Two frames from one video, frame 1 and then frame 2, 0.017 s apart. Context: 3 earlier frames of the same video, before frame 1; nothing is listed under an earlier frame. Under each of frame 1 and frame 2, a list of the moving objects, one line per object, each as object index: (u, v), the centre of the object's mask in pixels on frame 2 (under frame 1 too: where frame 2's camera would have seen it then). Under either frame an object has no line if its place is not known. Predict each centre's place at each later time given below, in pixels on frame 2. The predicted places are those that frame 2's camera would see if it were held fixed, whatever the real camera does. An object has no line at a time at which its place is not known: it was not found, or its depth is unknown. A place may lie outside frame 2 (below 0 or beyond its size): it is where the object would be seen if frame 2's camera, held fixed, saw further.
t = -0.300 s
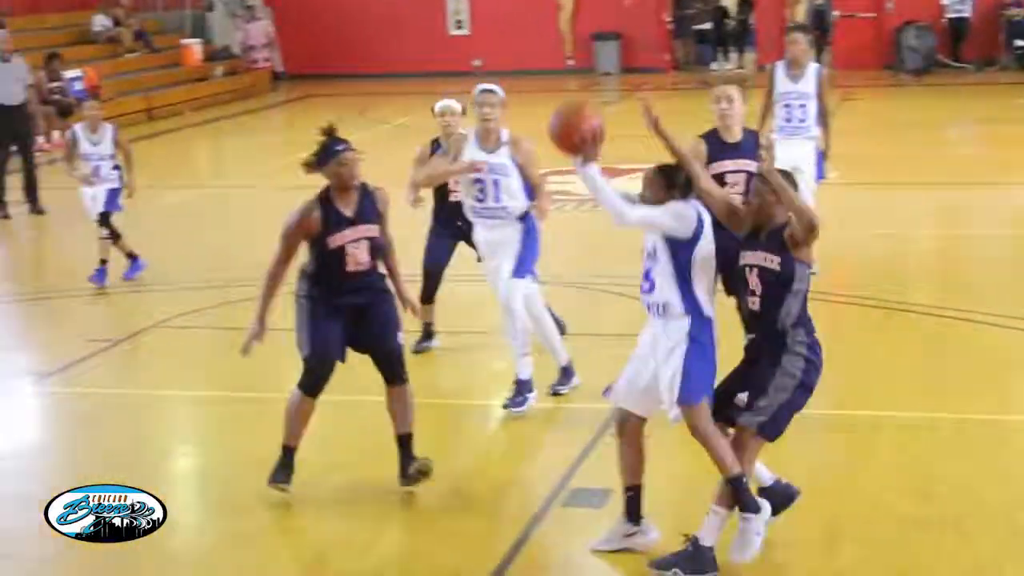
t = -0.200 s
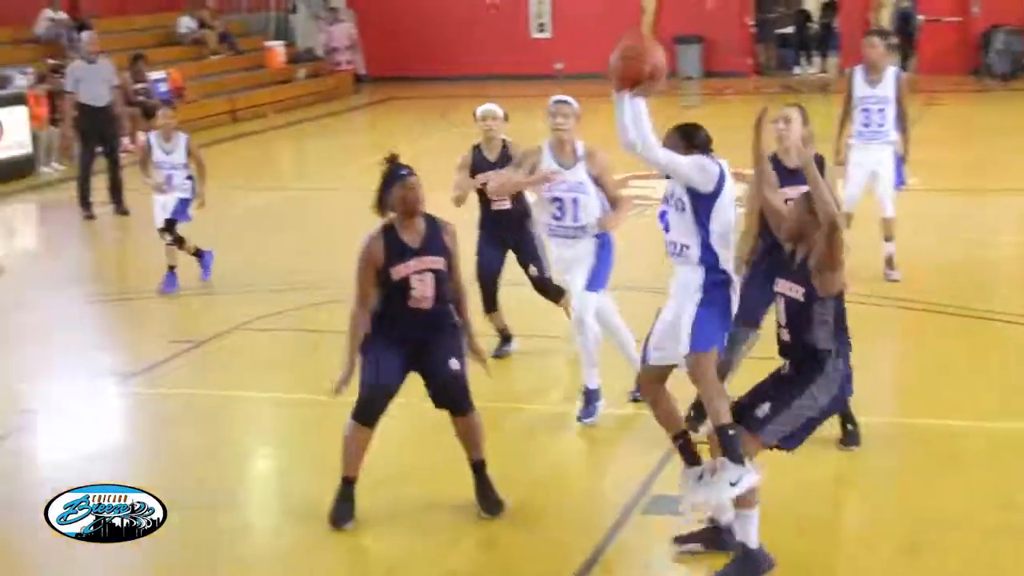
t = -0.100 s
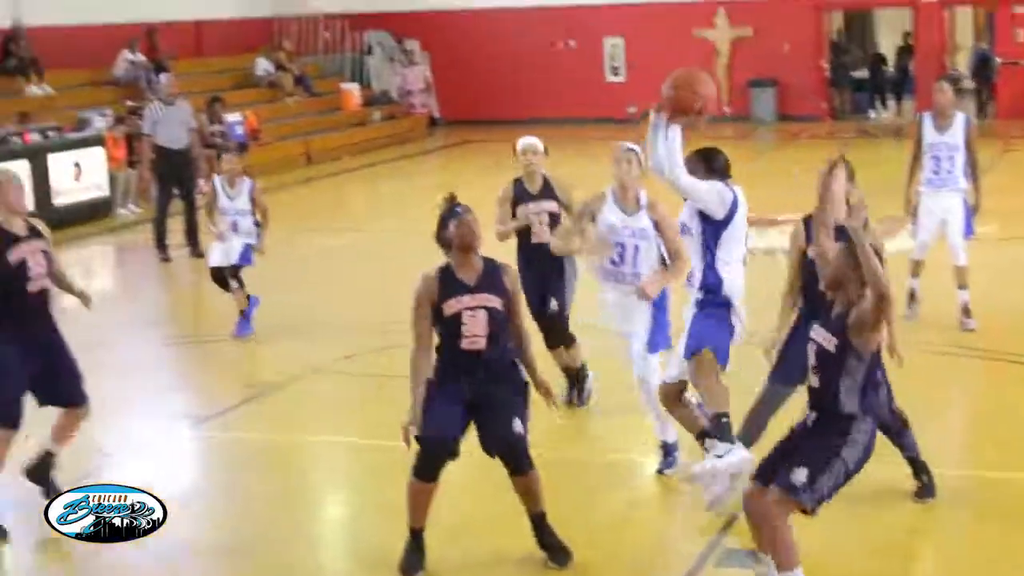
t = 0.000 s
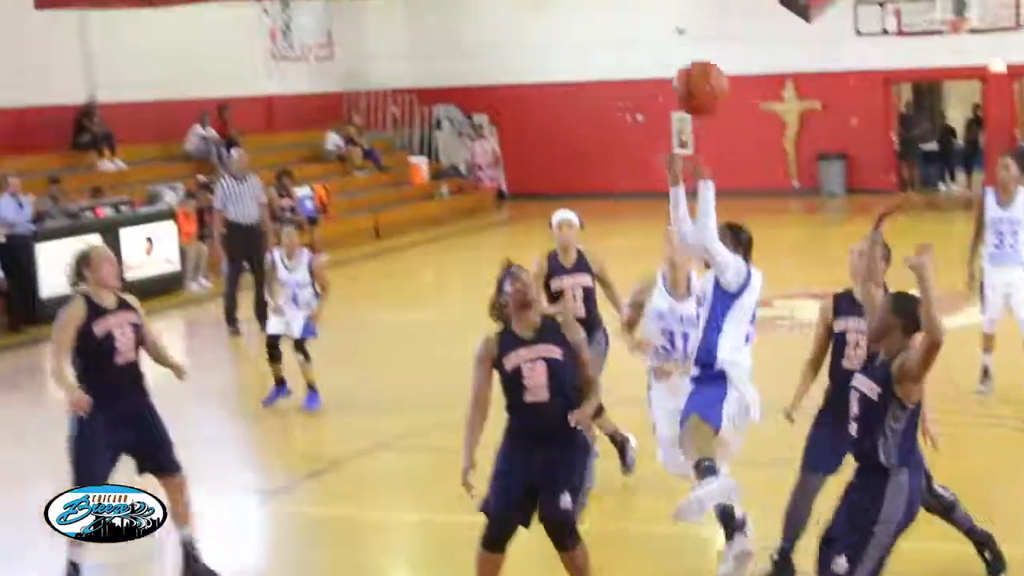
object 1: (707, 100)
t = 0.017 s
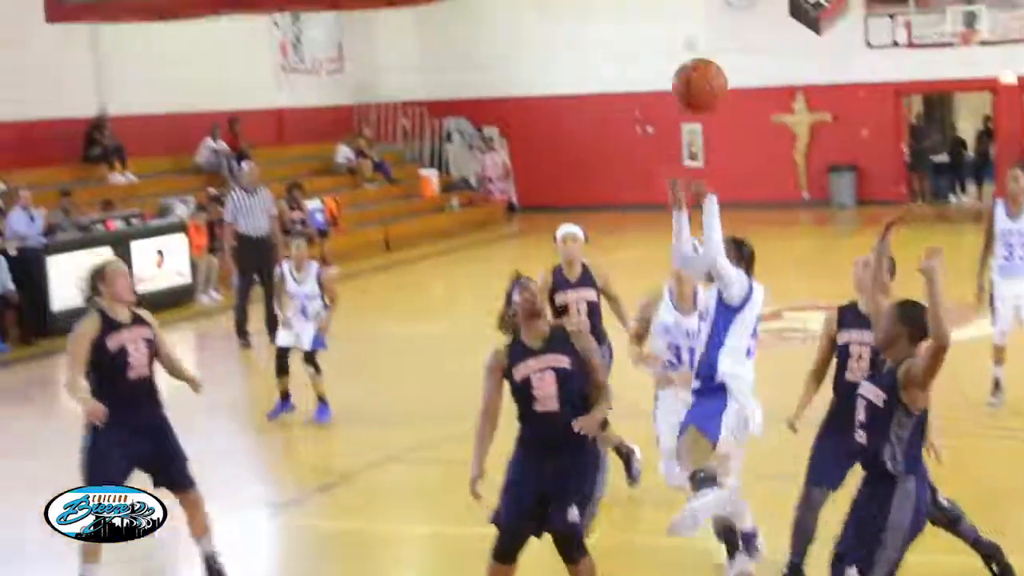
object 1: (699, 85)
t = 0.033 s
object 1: (693, 70)
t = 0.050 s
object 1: (685, 58)
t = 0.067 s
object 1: (677, 44)
